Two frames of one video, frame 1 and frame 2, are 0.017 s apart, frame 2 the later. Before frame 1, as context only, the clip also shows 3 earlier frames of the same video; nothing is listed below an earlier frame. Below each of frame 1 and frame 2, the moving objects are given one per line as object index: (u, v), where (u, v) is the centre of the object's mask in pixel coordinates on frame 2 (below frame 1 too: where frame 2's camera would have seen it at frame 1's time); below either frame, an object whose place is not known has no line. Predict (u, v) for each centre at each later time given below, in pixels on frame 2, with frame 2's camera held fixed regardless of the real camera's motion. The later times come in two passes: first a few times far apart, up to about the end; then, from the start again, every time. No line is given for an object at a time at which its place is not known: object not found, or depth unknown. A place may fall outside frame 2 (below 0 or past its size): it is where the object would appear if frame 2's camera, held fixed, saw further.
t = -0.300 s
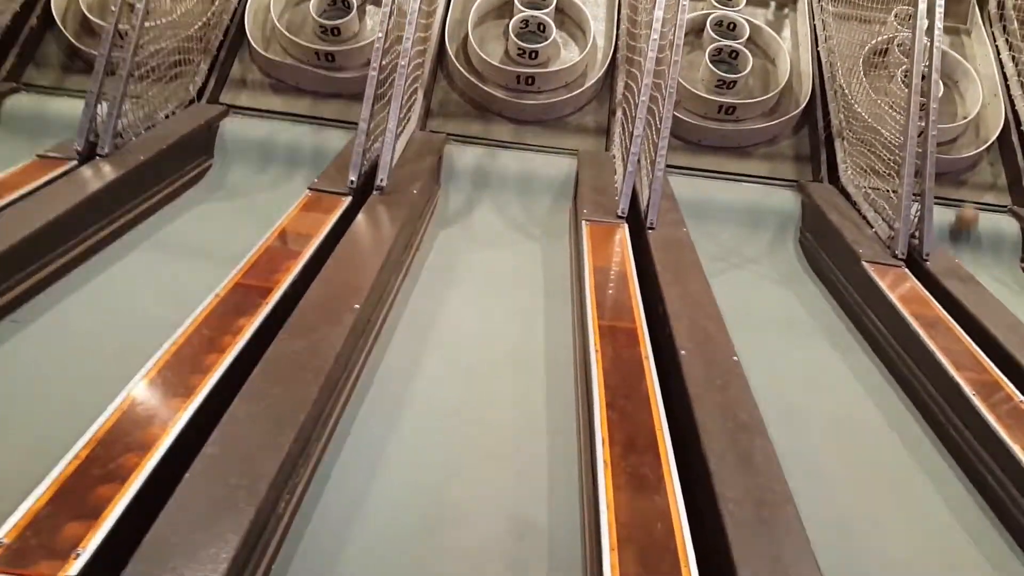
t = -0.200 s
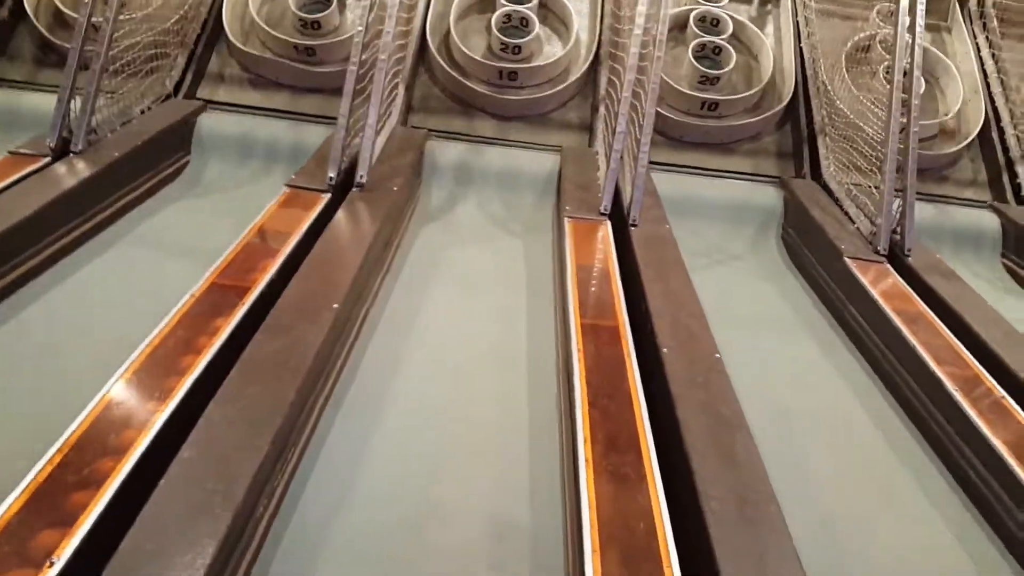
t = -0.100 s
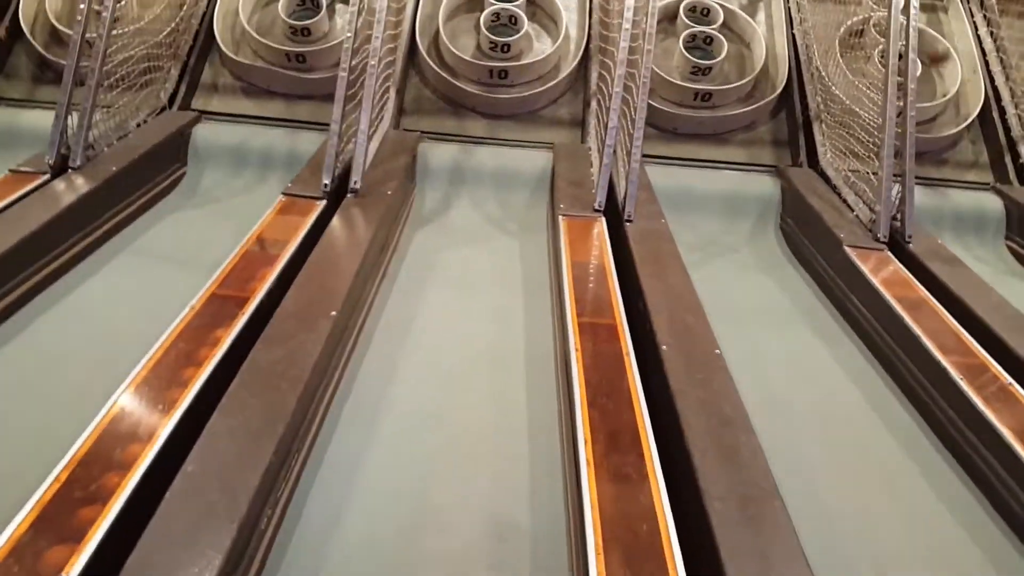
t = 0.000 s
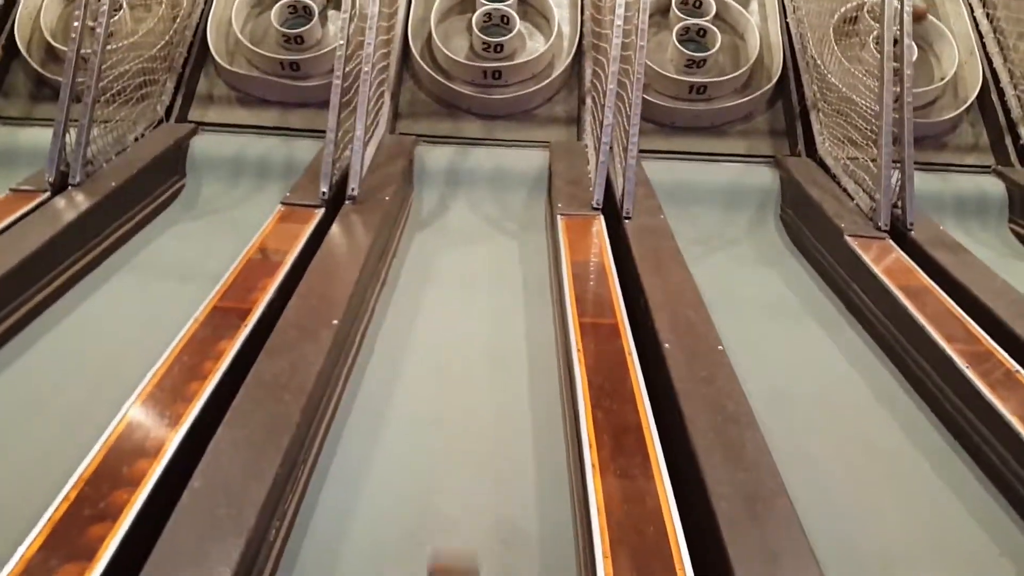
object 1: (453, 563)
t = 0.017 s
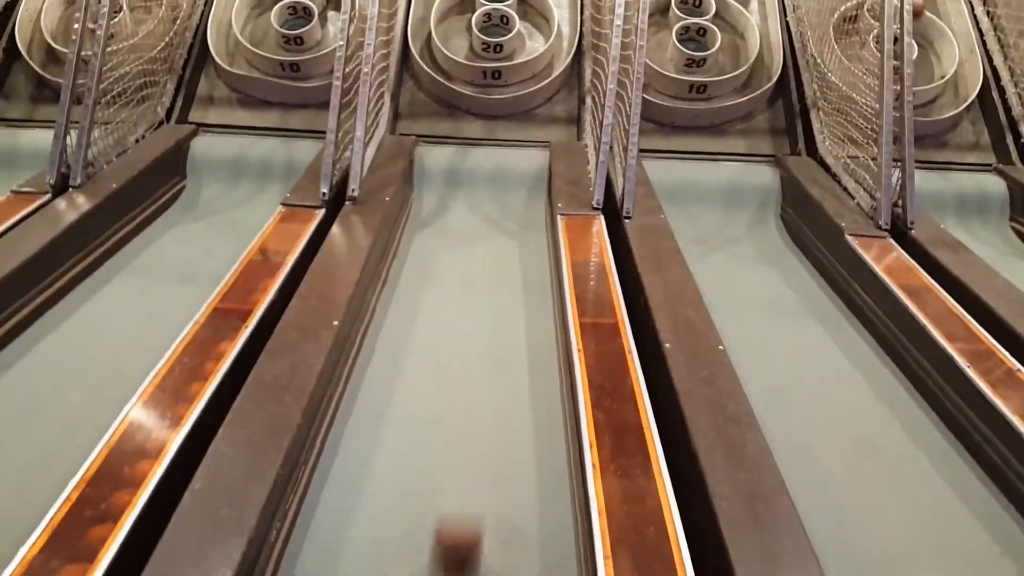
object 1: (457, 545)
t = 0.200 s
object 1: (489, 313)
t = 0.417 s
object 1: (509, 186)
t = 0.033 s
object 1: (461, 512)
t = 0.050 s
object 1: (466, 483)
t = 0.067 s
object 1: (469, 456)
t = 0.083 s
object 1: (472, 434)
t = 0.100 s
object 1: (475, 412)
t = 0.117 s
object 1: (478, 392)
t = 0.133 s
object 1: (481, 373)
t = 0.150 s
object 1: (483, 357)
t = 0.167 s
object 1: (484, 341)
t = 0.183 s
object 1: (487, 326)
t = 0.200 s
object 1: (489, 313)
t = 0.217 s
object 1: (491, 301)
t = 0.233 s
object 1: (493, 288)
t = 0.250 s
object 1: (495, 277)
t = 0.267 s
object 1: (496, 267)
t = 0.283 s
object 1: (498, 258)
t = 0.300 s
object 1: (500, 249)
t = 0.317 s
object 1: (501, 241)
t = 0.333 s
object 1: (502, 233)
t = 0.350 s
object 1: (504, 226)
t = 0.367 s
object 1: (506, 217)
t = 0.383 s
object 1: (506, 209)
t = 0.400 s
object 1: (508, 199)
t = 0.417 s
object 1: (509, 186)
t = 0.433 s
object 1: (511, 169)
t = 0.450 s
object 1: (513, 152)
